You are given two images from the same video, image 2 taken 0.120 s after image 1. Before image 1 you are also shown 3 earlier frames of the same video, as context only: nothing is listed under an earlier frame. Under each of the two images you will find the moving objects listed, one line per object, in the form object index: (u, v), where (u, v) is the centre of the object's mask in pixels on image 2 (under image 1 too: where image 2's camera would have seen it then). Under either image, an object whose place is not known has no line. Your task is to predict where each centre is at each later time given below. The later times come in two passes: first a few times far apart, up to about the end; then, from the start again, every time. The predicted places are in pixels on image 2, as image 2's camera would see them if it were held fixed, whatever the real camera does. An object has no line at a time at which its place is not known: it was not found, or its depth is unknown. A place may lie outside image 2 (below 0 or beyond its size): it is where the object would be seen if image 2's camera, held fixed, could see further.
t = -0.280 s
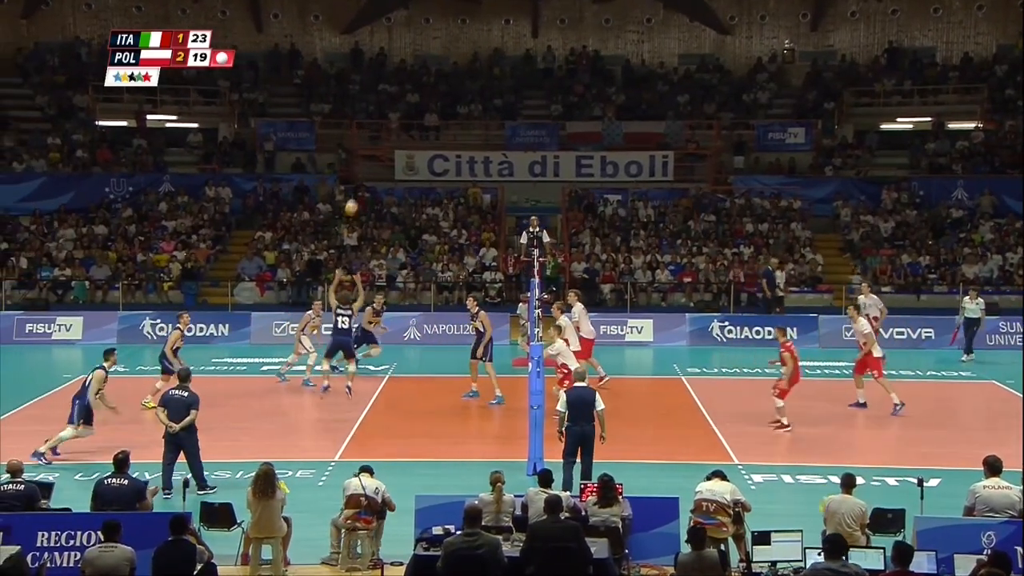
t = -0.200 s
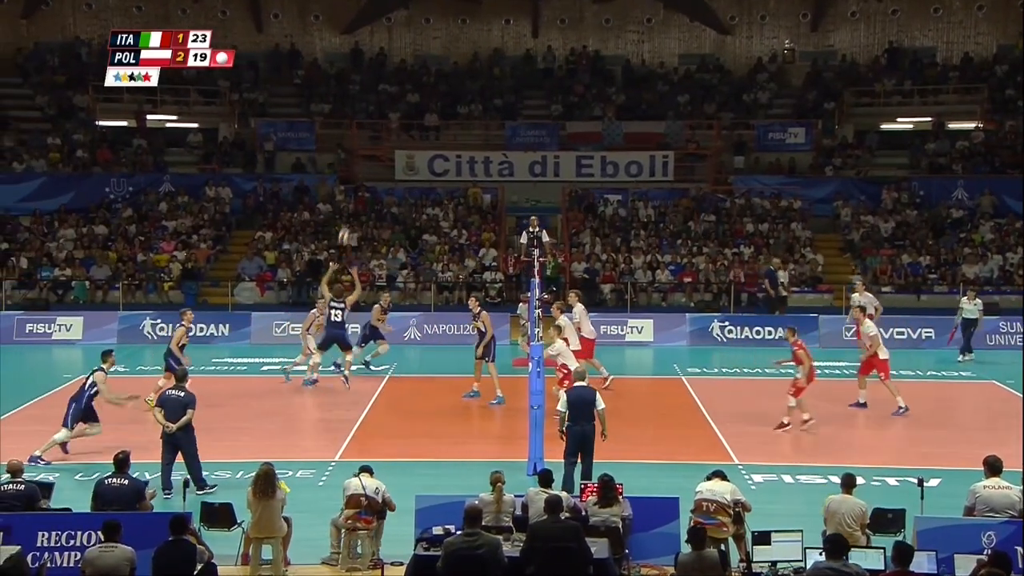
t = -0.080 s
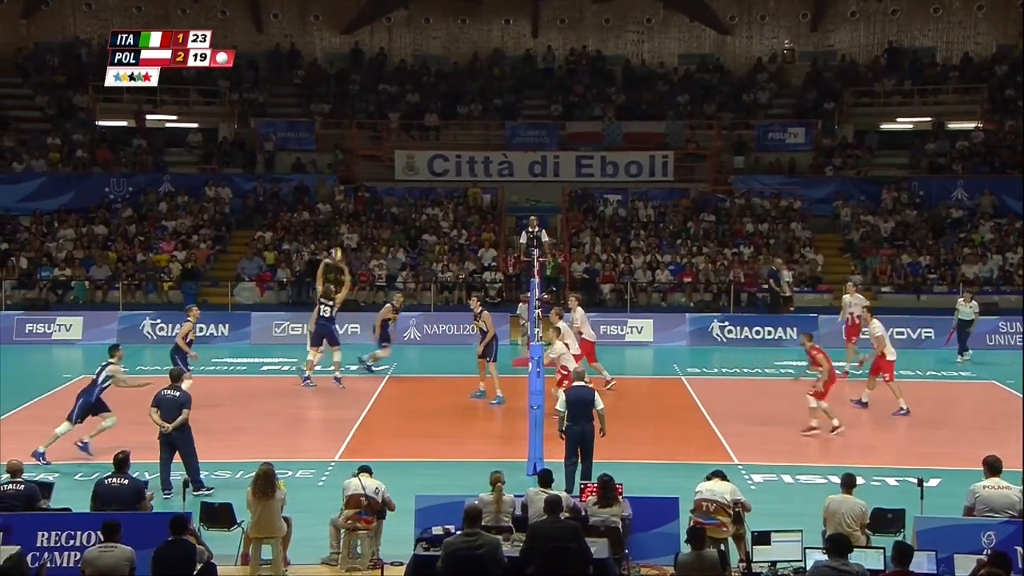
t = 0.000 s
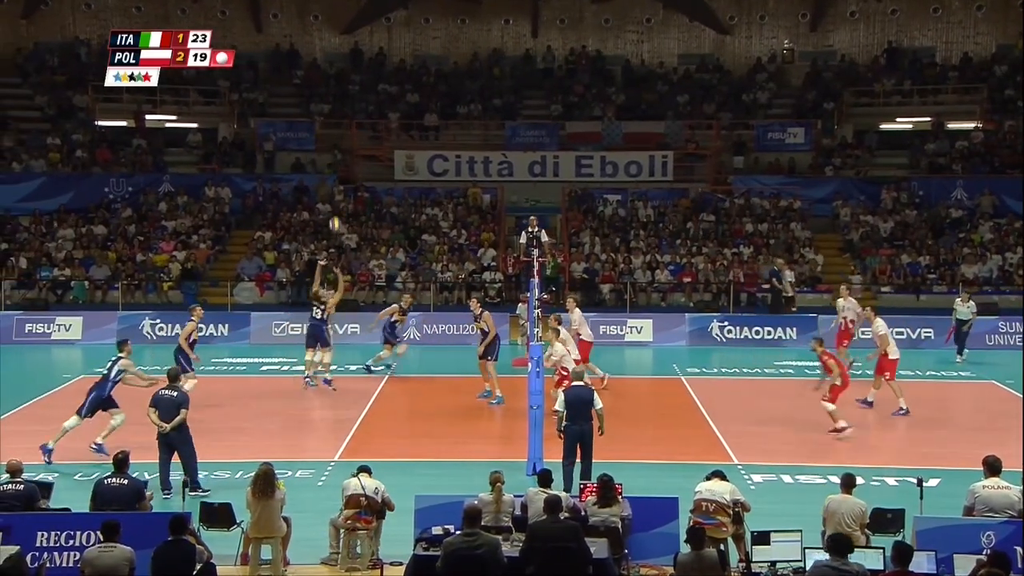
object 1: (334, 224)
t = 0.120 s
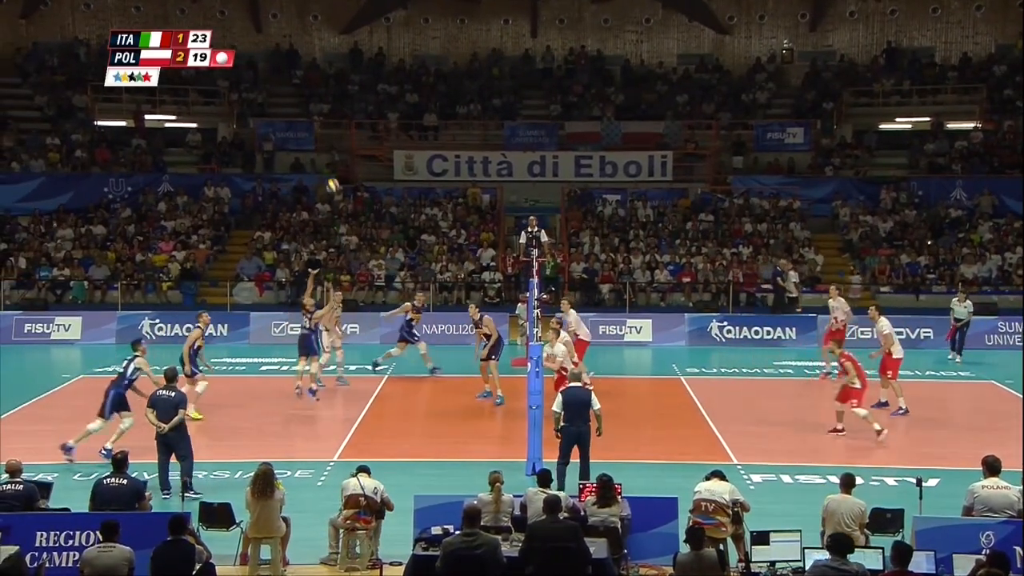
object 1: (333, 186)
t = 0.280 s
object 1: (329, 147)
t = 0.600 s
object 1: (321, 115)
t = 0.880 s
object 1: (313, 138)
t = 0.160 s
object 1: (332, 175)
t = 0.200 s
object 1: (331, 164)
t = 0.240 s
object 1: (330, 155)
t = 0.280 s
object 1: (329, 147)
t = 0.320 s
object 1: (328, 139)
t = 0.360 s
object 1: (327, 133)
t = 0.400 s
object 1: (326, 128)
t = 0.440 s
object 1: (325, 123)
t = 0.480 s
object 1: (324, 120)
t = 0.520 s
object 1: (323, 117)
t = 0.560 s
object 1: (322, 116)
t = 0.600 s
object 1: (321, 115)
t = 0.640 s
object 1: (320, 115)
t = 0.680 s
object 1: (319, 117)
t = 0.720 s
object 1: (318, 119)
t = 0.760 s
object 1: (317, 121)
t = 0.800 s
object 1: (316, 126)
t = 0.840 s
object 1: (315, 131)
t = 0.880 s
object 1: (313, 138)
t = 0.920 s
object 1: (313, 145)
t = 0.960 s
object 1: (312, 153)
